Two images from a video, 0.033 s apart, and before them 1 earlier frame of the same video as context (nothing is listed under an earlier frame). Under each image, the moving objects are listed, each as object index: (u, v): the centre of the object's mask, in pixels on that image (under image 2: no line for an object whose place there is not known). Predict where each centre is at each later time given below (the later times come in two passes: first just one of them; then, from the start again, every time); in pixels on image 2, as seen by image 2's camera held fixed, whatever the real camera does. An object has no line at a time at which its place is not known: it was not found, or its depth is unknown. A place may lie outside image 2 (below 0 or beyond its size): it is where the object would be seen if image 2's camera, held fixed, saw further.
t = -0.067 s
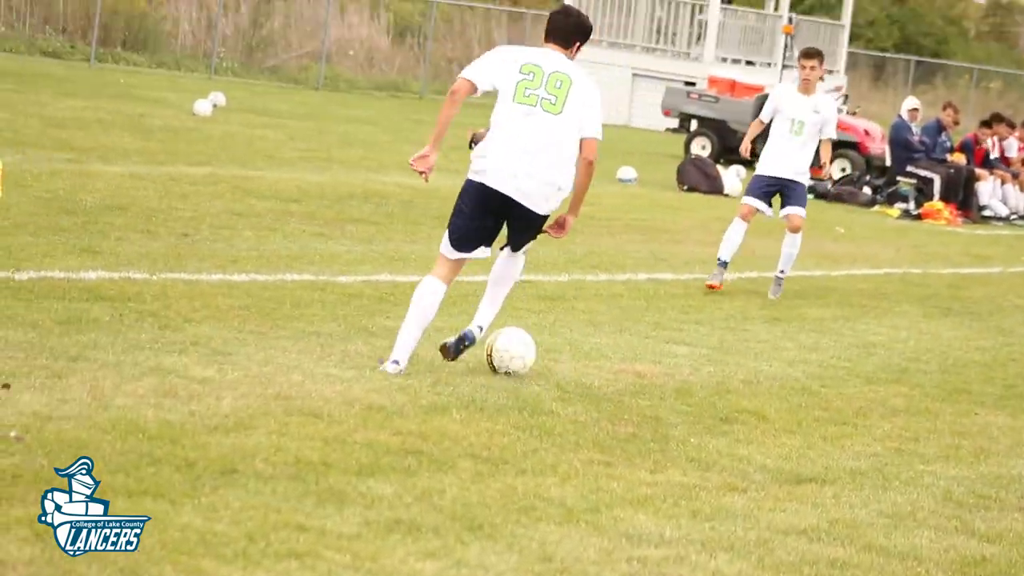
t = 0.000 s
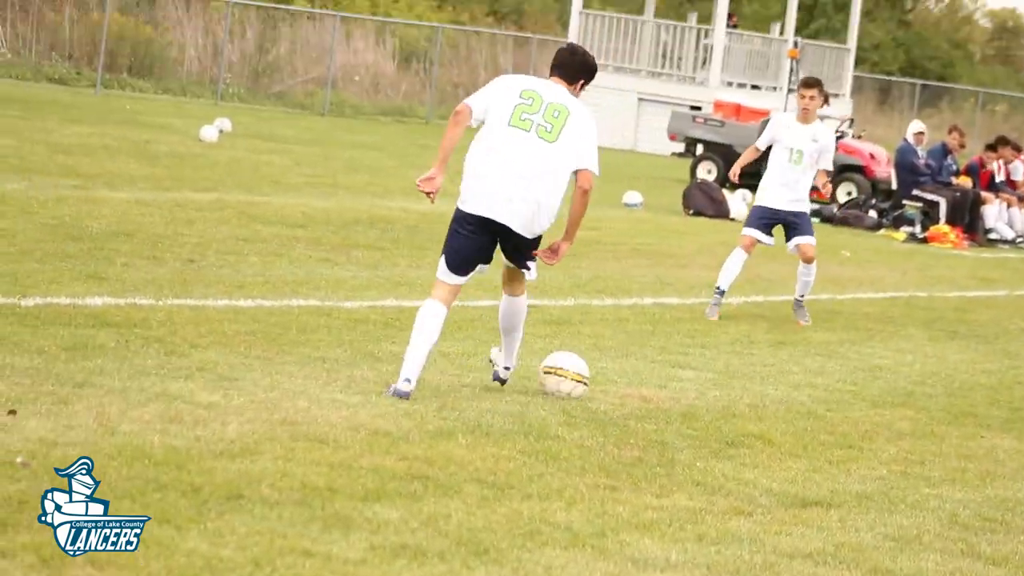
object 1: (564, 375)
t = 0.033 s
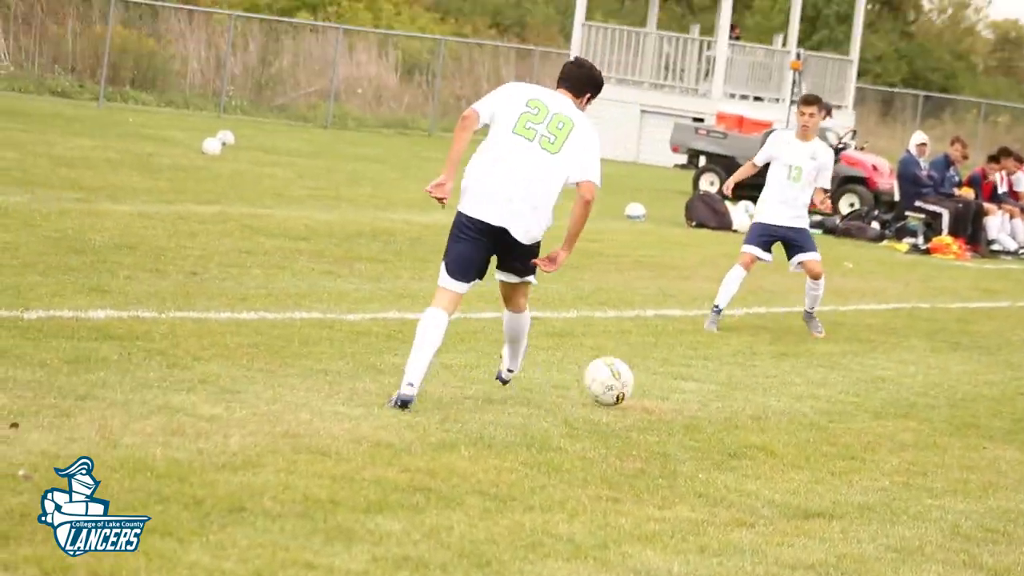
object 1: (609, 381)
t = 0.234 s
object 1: (827, 389)
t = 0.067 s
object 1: (648, 376)
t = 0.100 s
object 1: (687, 373)
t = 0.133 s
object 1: (723, 374)
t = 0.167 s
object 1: (759, 377)
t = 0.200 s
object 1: (794, 382)
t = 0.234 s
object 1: (827, 389)
